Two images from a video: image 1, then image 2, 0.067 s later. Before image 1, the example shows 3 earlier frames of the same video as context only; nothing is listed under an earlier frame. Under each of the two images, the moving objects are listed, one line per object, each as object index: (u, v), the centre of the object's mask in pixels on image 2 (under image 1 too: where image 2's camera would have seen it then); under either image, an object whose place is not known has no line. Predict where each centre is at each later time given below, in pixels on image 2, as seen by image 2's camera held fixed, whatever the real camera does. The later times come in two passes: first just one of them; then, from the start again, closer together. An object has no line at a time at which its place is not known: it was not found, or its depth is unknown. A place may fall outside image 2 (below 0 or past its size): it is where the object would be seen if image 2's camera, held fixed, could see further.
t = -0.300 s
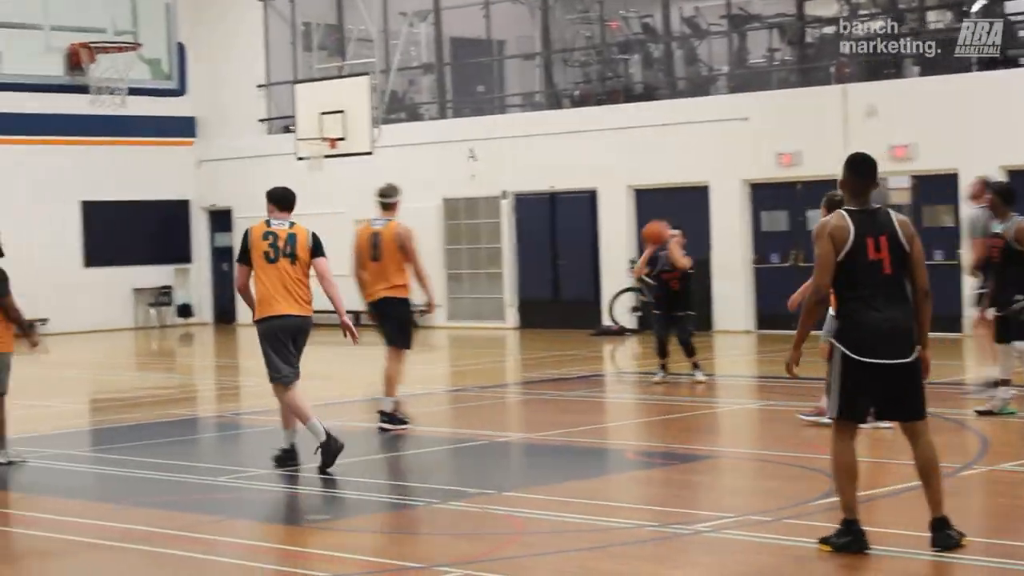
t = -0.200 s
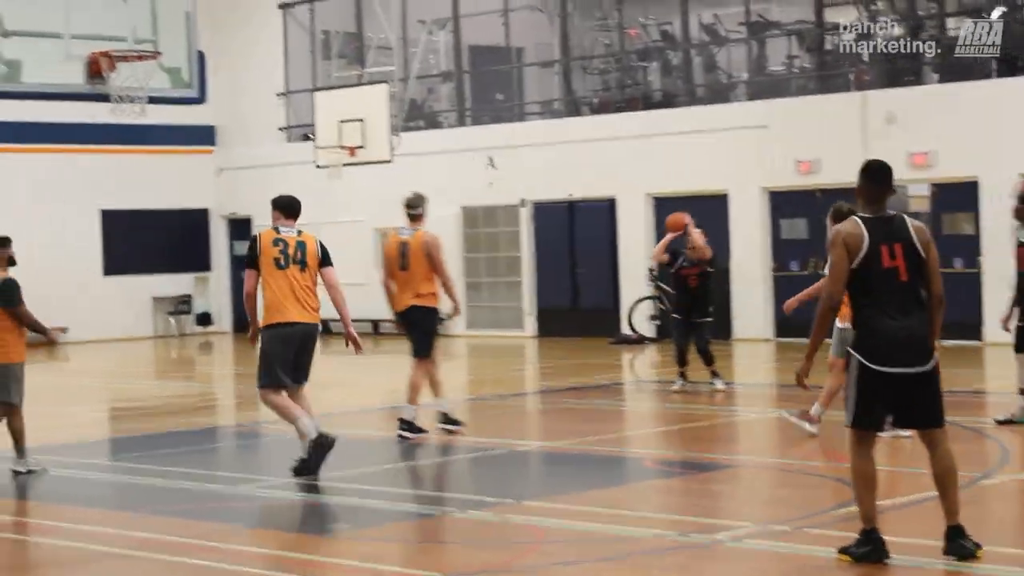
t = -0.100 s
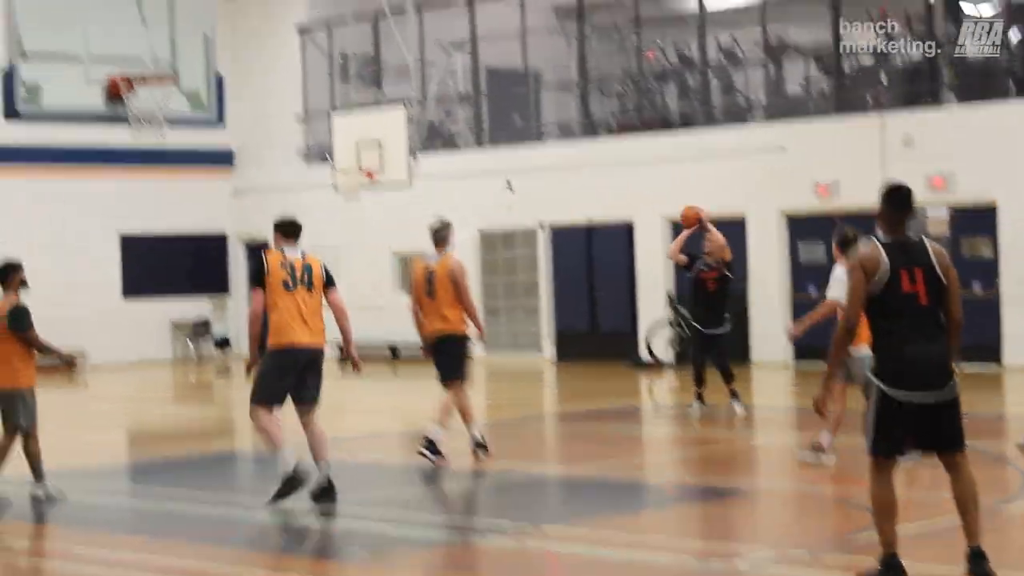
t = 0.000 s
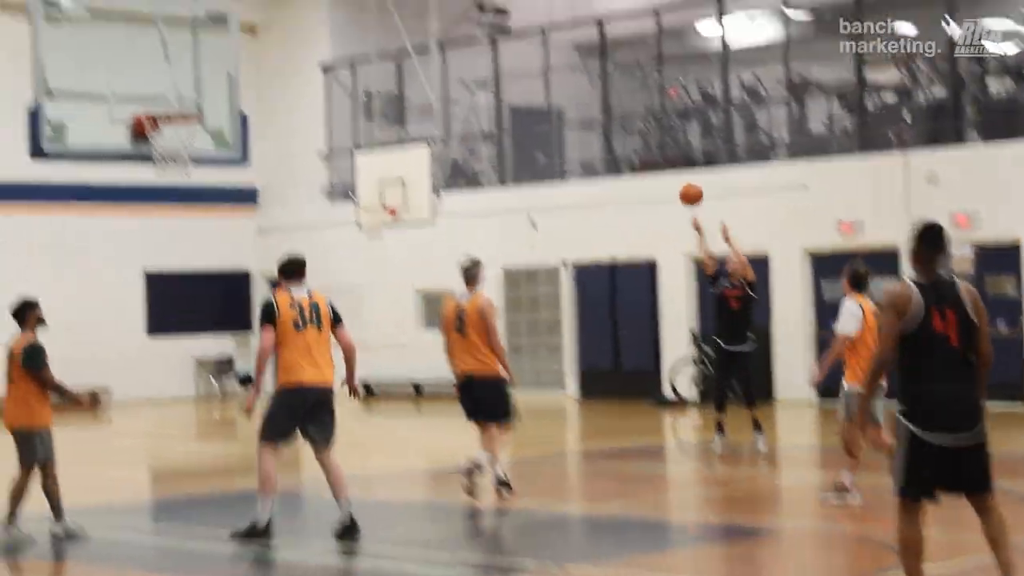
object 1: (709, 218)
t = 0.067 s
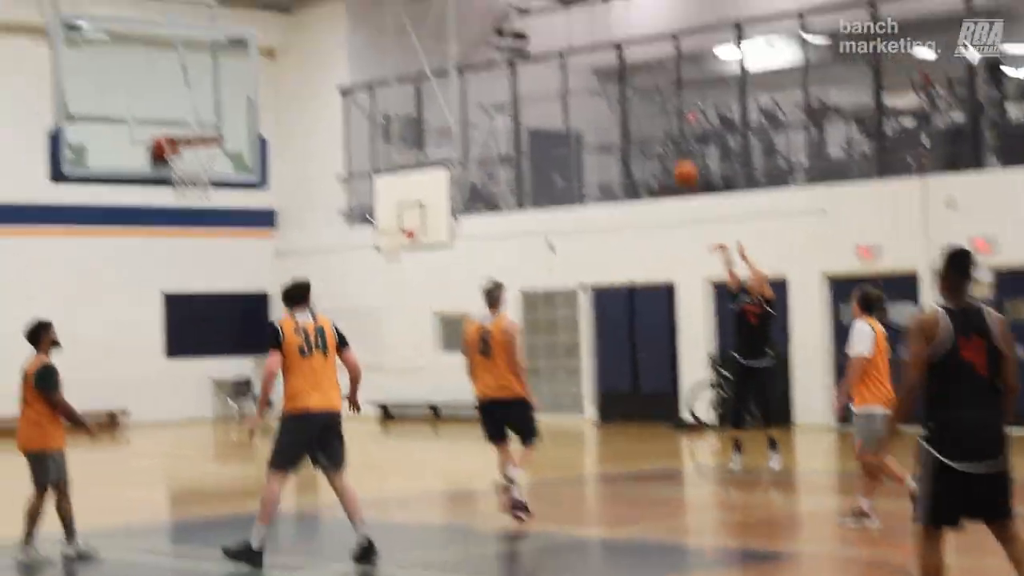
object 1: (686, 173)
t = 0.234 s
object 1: (624, 79)
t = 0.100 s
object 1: (673, 152)
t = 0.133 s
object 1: (661, 133)
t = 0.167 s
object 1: (649, 114)
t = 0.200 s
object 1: (636, 96)
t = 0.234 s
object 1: (624, 79)
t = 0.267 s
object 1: (613, 62)
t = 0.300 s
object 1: (598, 48)
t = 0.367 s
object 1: (573, 21)
